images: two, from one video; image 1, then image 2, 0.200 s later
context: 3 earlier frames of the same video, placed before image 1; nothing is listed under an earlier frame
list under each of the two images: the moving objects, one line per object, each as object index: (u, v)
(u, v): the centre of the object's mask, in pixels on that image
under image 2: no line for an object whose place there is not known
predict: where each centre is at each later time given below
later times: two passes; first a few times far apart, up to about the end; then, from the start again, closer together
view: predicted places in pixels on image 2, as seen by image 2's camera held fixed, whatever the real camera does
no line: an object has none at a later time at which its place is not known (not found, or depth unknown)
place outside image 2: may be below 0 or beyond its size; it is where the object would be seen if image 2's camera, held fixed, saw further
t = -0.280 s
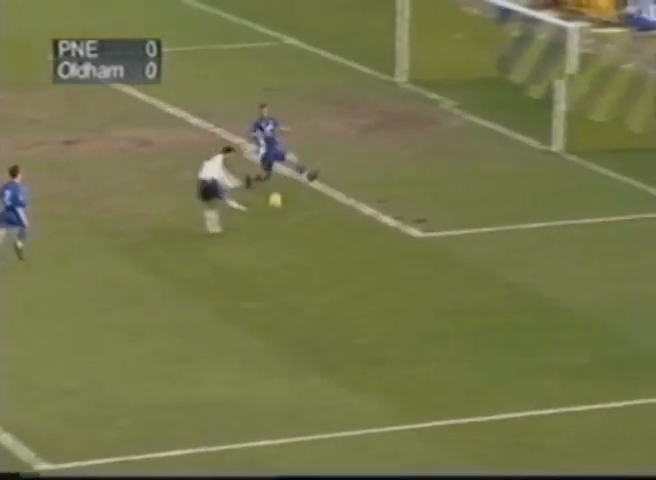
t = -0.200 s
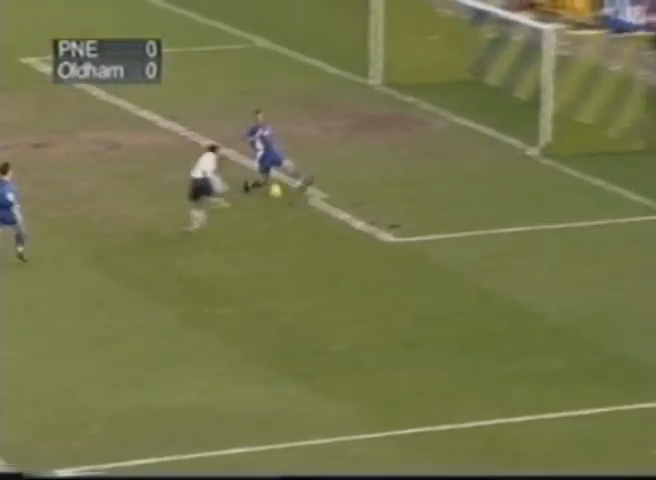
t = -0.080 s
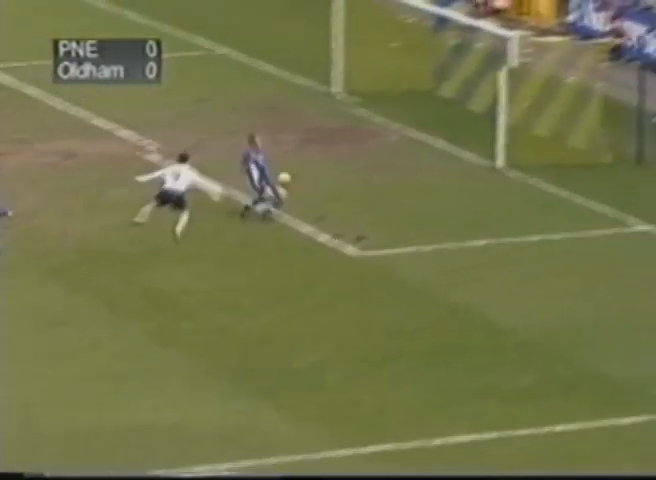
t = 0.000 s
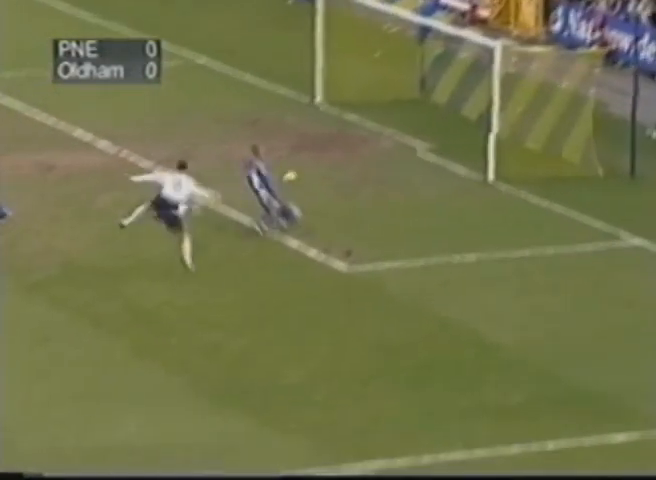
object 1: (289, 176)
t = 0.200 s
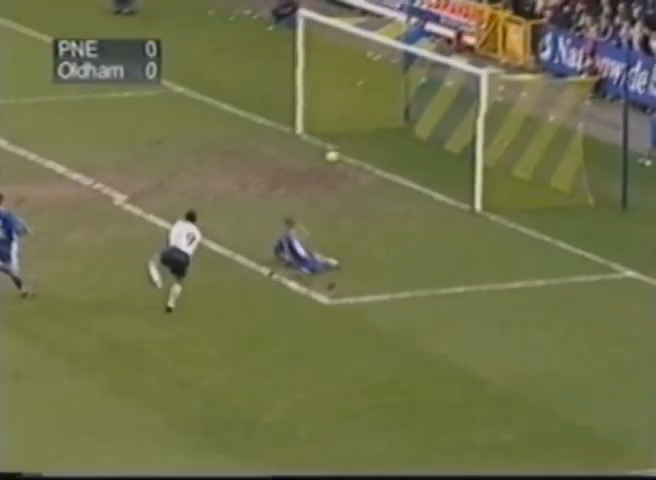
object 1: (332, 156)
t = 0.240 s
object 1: (342, 151)
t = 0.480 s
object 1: (384, 132)
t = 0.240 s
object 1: (342, 151)
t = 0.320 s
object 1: (353, 143)
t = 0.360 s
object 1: (366, 142)
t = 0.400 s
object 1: (374, 141)
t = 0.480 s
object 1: (384, 132)
